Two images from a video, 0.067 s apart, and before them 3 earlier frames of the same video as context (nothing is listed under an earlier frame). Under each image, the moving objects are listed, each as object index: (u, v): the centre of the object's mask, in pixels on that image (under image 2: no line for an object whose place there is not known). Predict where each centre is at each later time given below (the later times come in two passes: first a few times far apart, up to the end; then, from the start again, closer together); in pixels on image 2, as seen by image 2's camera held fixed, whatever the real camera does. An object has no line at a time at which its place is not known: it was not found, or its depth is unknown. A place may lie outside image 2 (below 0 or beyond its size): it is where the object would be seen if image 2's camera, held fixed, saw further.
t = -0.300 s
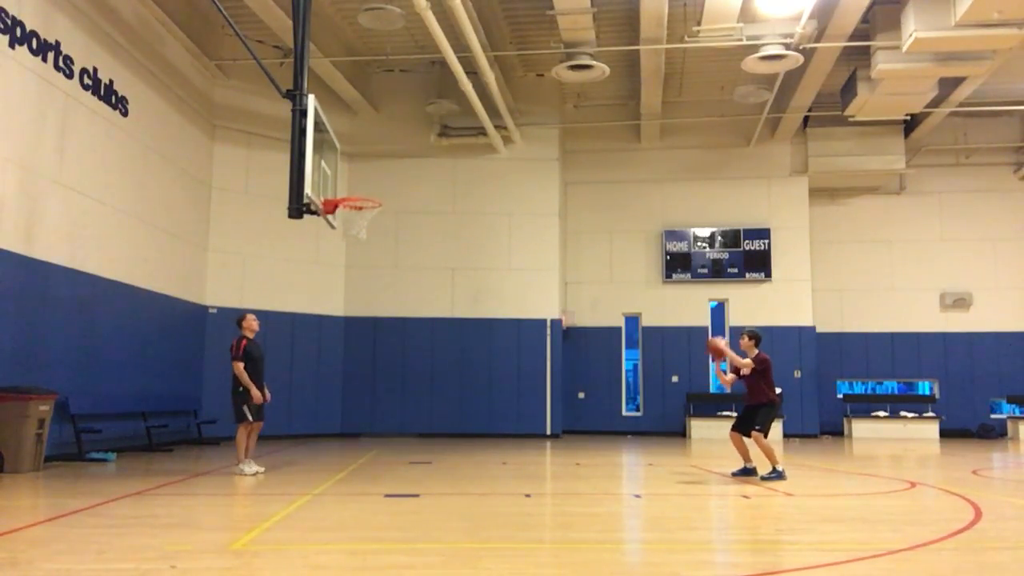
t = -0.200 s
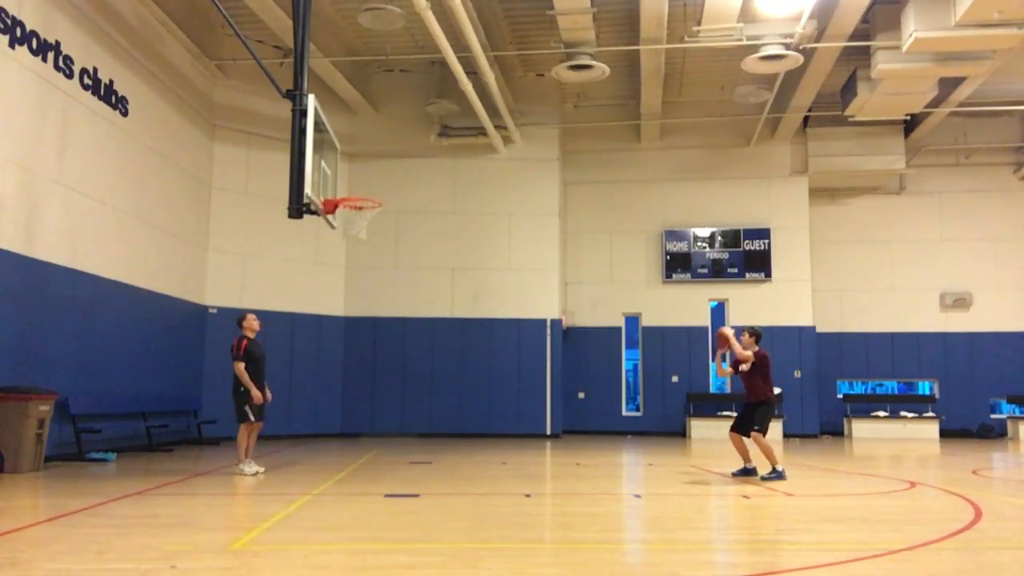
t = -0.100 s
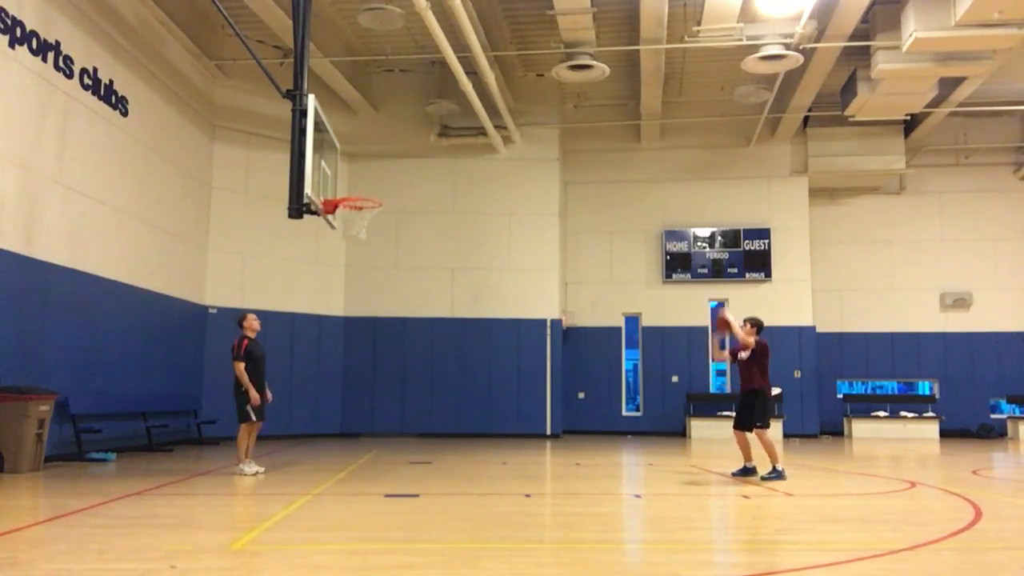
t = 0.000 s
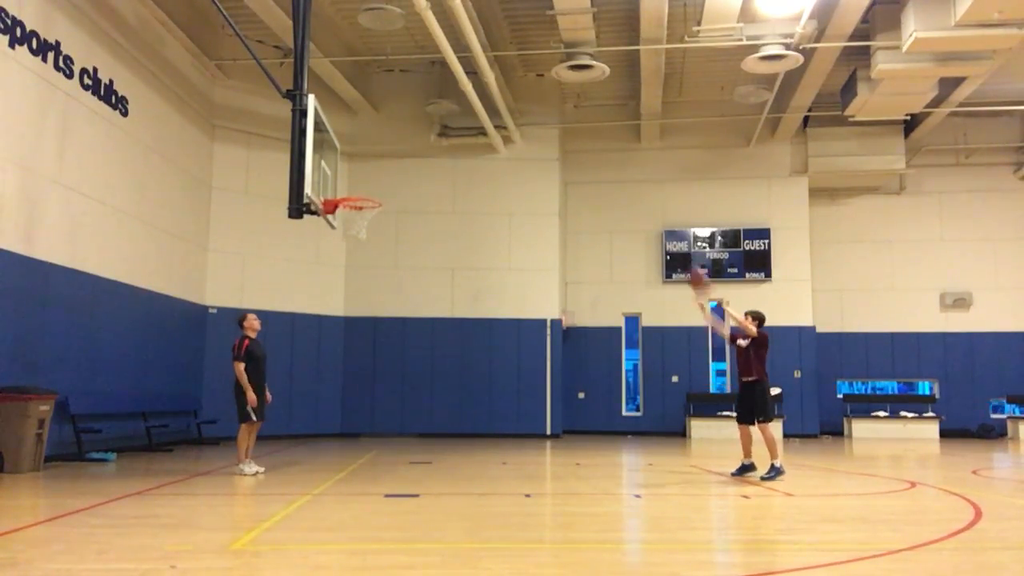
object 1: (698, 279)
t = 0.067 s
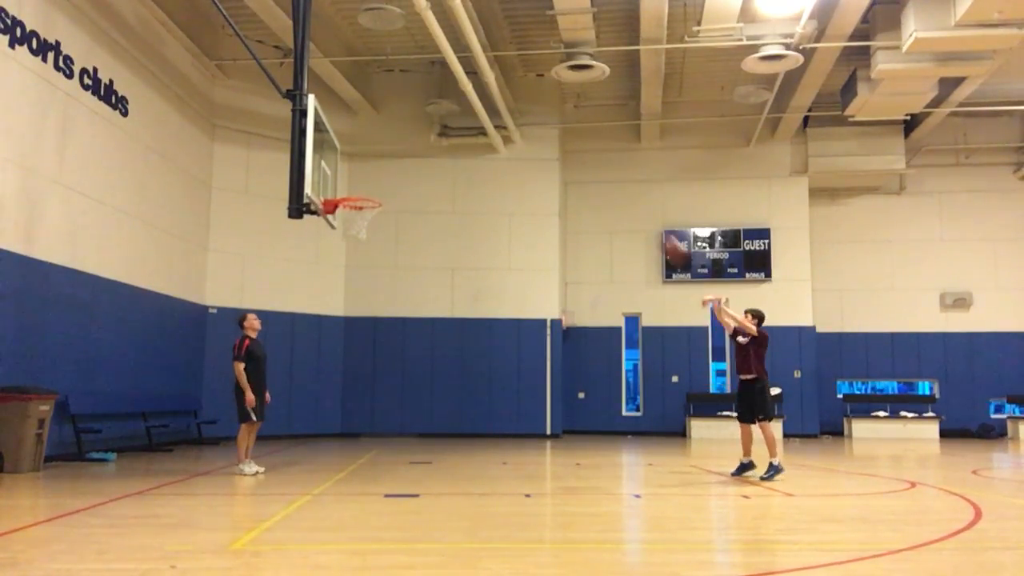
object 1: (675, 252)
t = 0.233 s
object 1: (599, 182)
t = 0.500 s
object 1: (504, 145)
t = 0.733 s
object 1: (422, 159)
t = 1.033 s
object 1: (344, 238)
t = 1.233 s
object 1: (338, 318)
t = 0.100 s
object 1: (660, 235)
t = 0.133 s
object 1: (636, 211)
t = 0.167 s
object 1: (624, 201)
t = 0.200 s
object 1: (611, 191)
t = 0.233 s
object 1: (599, 182)
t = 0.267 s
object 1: (588, 174)
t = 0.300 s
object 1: (576, 168)
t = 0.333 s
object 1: (564, 161)
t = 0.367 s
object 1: (552, 156)
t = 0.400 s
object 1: (540, 153)
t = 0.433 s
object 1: (528, 149)
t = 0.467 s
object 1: (516, 146)
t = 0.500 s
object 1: (504, 145)
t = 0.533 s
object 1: (492, 145)
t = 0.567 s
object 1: (481, 145)
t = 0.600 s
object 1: (468, 147)
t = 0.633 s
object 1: (457, 148)
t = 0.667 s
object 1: (446, 150)
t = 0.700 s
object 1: (435, 153)
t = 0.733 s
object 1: (422, 159)
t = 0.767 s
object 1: (410, 165)
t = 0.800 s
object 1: (398, 171)
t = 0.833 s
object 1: (387, 179)
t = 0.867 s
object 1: (375, 187)
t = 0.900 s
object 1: (365, 192)
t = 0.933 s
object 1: (353, 205)
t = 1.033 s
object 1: (344, 238)
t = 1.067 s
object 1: (343, 247)
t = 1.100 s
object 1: (342, 259)
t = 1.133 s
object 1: (341, 272)
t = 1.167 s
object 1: (340, 286)
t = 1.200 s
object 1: (340, 301)
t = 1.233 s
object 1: (338, 318)
